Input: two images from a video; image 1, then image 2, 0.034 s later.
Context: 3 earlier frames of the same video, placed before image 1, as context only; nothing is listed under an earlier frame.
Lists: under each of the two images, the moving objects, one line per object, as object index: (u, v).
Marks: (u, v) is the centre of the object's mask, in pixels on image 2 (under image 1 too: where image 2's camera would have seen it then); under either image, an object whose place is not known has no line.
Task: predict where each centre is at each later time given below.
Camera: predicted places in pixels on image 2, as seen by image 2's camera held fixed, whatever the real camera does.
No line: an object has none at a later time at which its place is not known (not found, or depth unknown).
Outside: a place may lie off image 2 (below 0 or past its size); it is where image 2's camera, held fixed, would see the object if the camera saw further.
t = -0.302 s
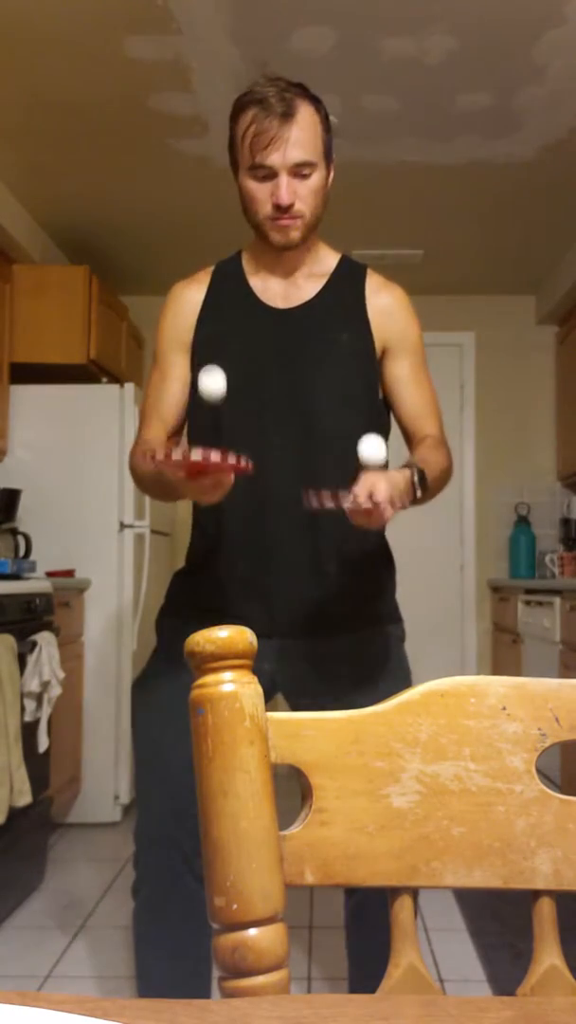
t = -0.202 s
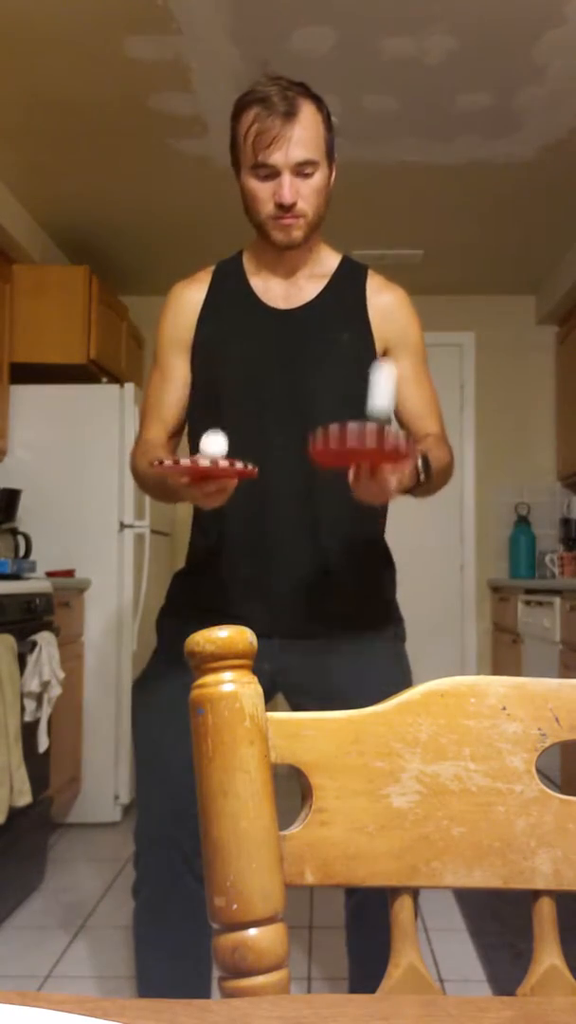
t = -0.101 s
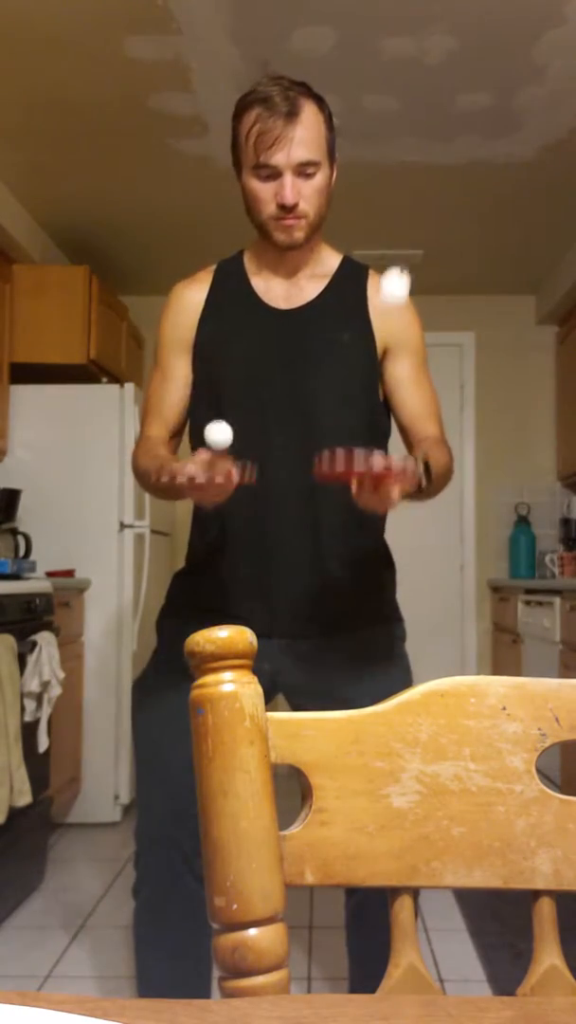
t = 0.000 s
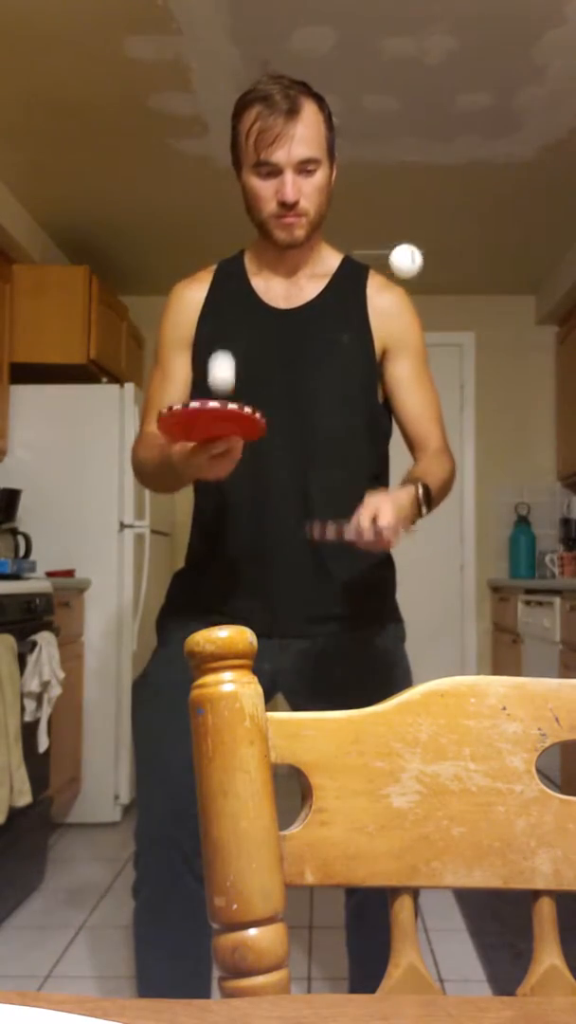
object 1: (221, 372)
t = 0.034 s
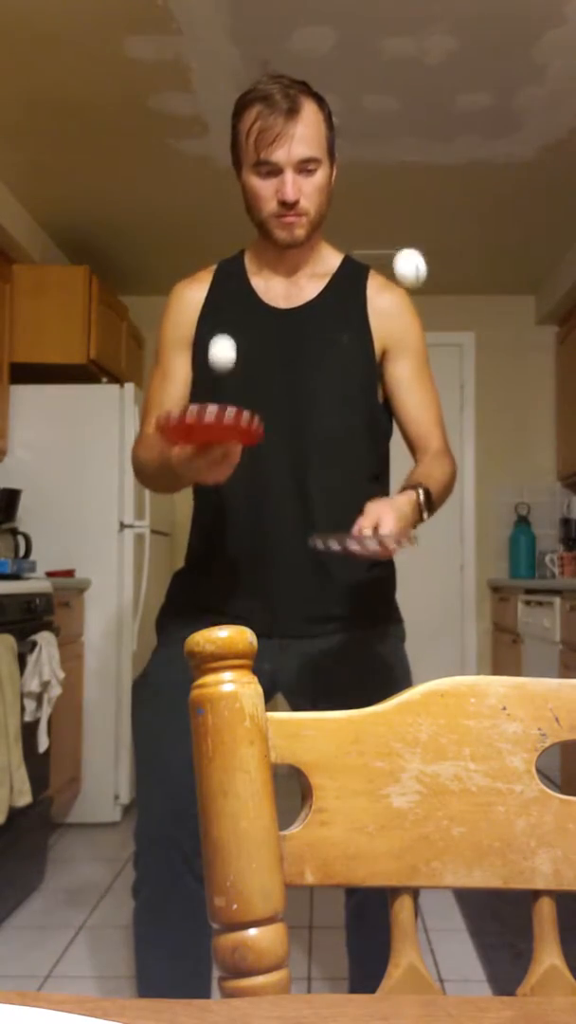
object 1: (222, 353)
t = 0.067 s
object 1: (222, 341)
